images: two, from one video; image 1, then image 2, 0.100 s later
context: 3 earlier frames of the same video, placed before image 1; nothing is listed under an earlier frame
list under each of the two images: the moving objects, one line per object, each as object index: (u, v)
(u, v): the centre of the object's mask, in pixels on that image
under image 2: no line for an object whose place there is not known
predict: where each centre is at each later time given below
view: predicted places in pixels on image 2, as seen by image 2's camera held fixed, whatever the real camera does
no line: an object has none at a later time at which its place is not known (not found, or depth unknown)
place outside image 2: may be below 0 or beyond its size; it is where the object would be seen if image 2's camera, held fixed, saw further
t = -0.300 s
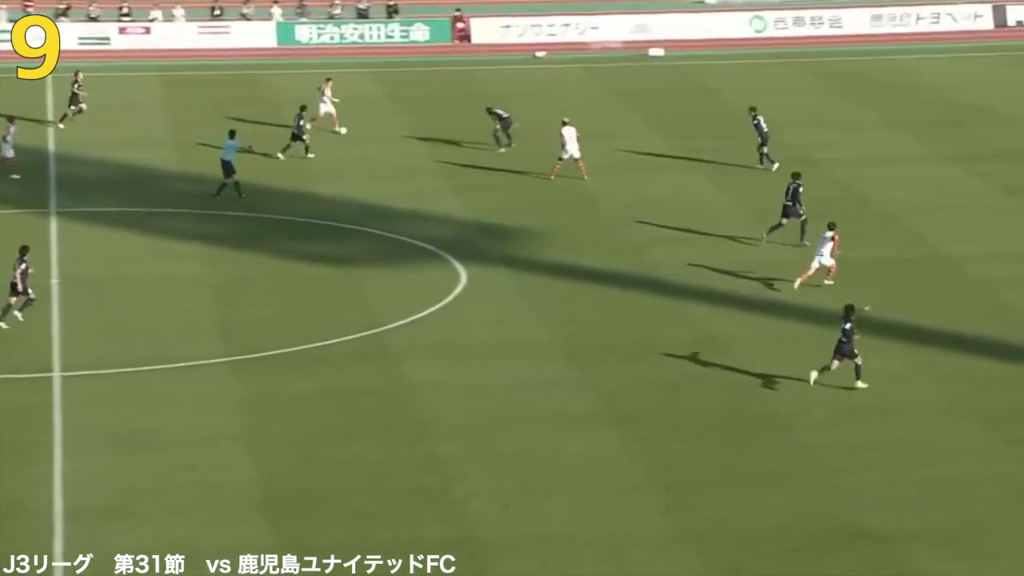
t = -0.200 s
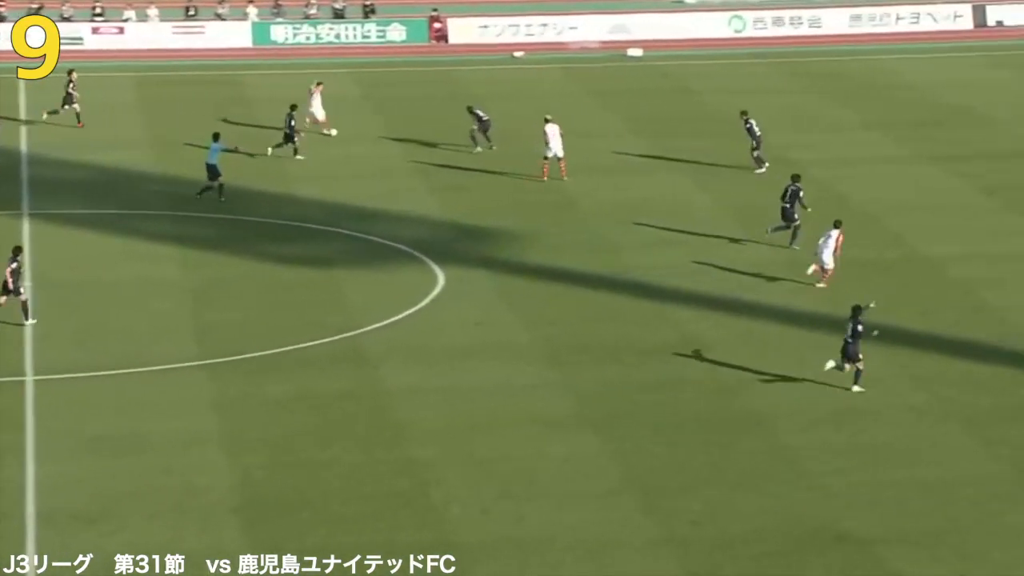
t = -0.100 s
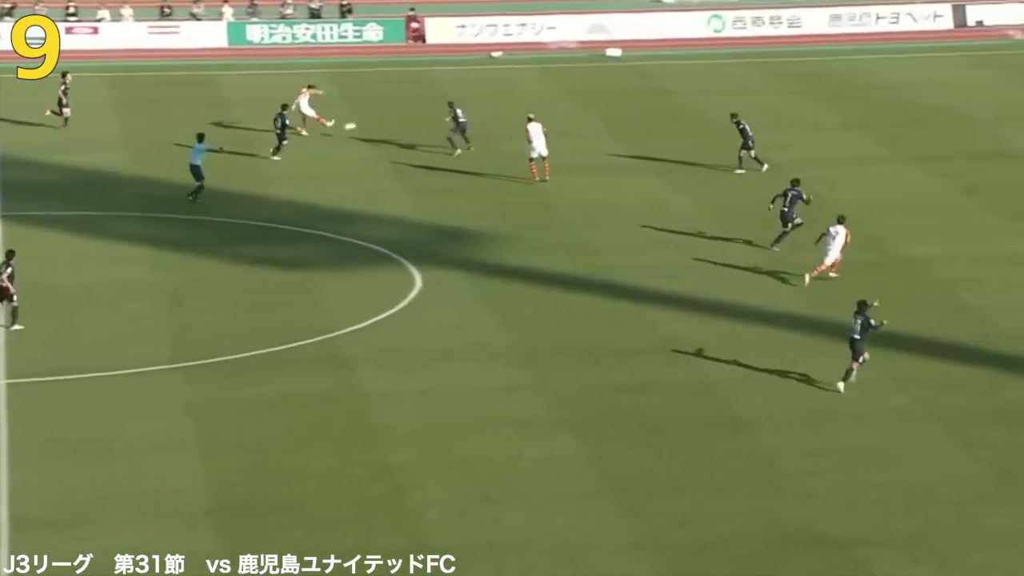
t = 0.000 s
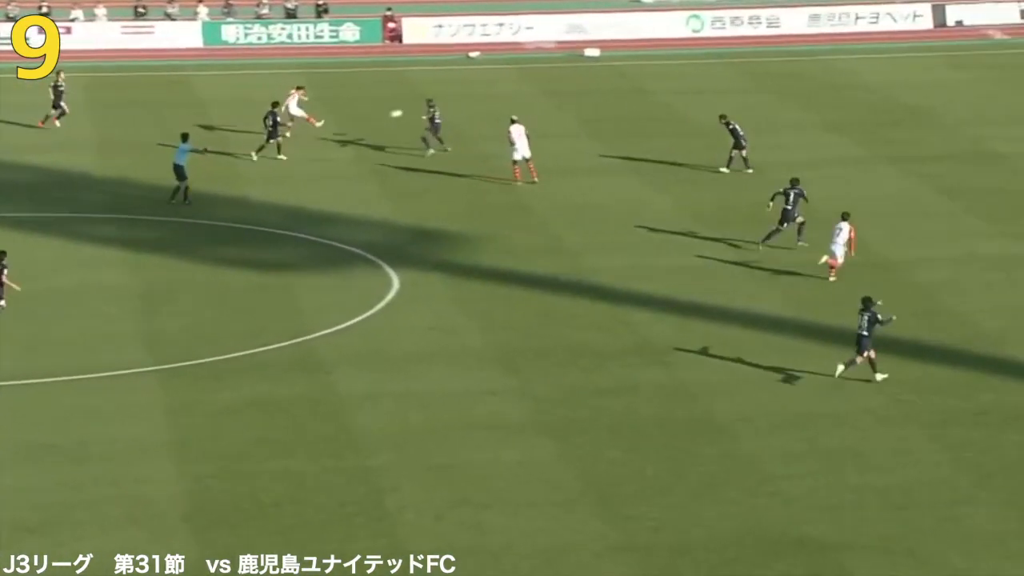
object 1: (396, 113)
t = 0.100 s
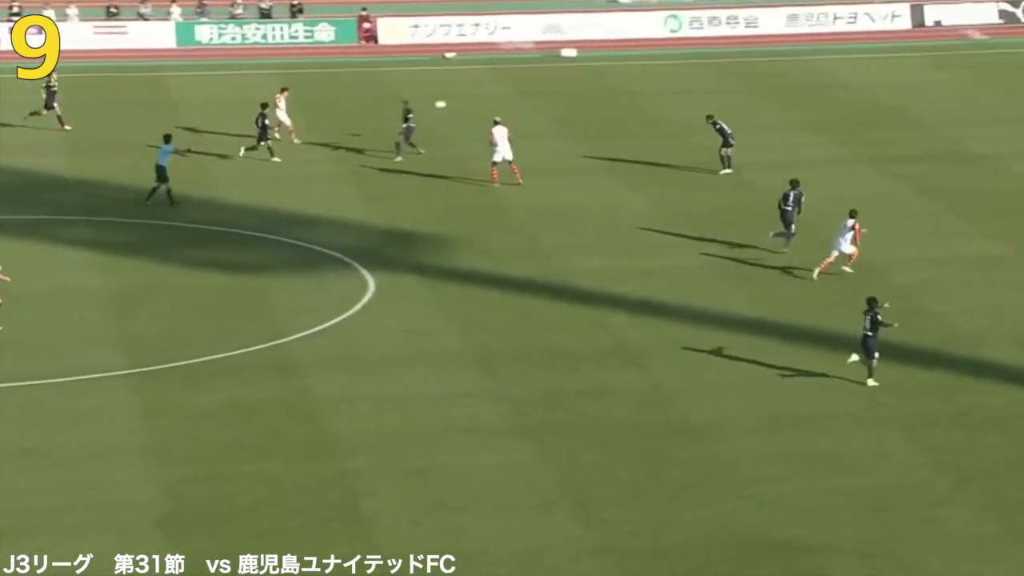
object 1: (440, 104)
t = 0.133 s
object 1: (458, 102)
